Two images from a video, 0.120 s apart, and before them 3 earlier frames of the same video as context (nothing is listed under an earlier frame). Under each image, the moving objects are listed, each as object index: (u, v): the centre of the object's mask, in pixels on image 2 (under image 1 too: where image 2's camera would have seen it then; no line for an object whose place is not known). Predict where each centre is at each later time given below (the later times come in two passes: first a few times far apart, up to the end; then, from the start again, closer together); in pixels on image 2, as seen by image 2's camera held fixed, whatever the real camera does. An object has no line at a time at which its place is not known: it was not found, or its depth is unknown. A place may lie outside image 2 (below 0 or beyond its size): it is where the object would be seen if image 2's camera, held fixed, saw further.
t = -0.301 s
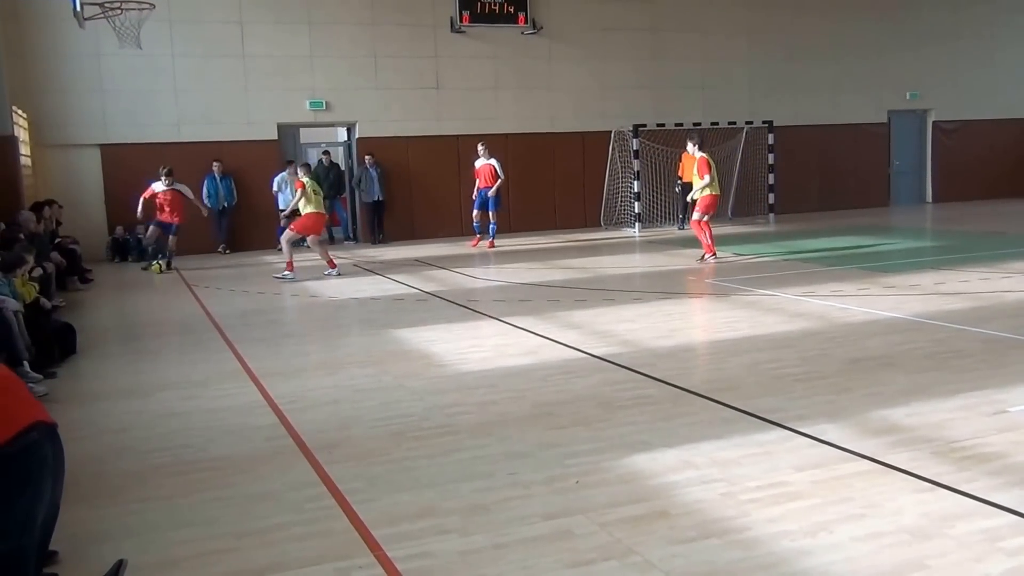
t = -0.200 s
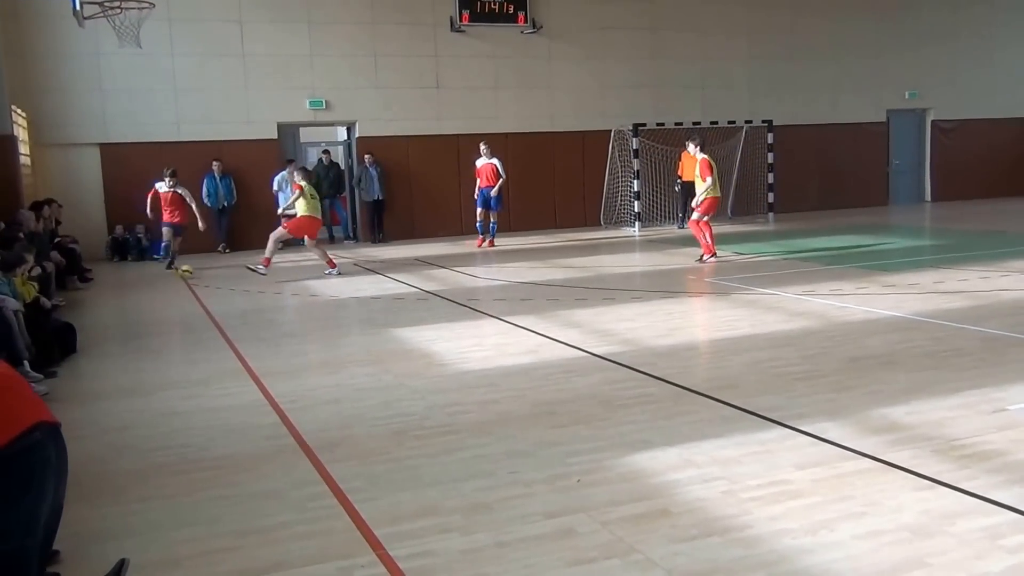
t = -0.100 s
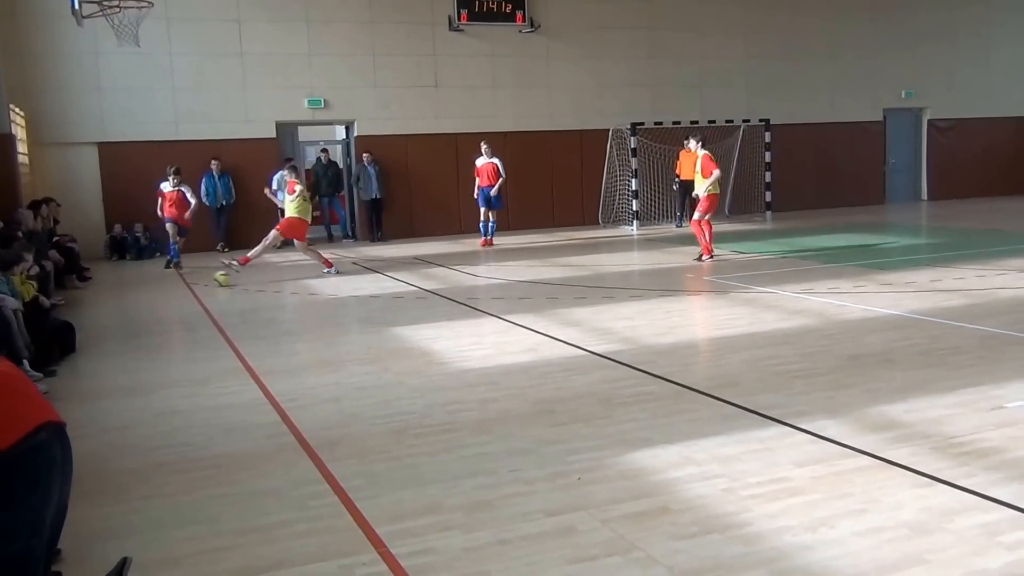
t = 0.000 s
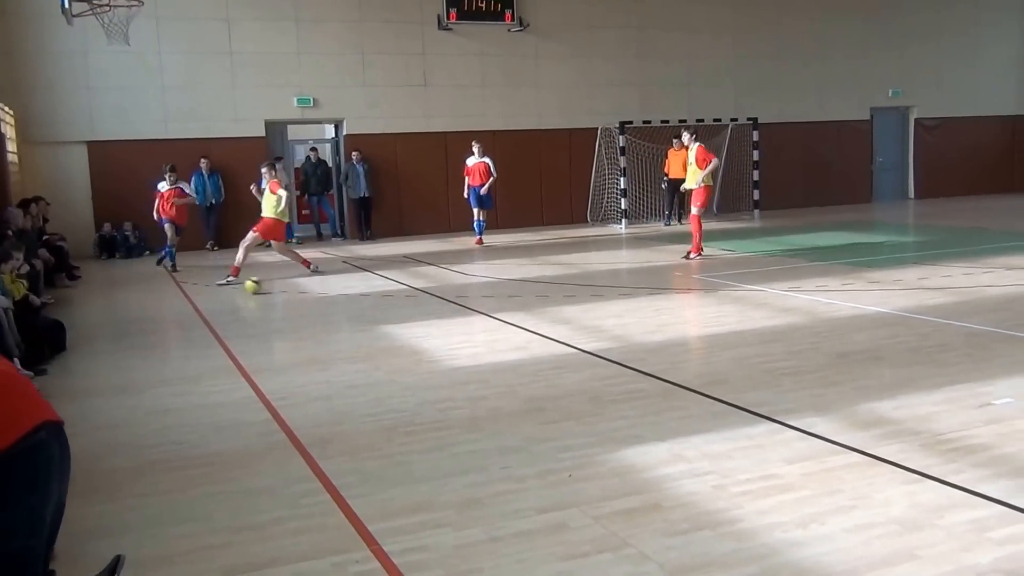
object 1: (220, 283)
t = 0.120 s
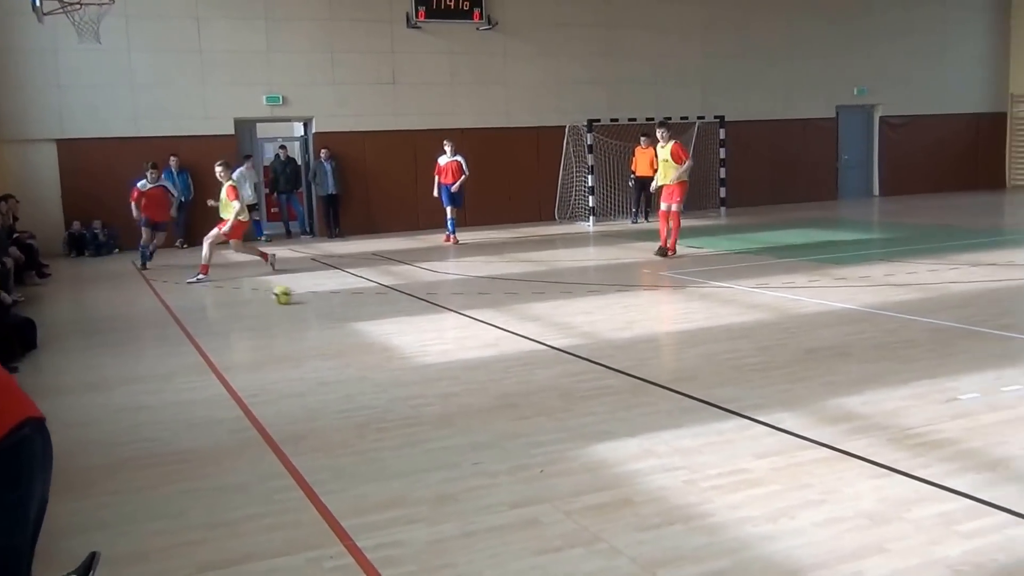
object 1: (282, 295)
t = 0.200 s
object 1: (324, 304)
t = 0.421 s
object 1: (471, 333)
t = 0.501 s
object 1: (536, 346)
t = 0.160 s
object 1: (302, 300)
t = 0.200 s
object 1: (324, 304)
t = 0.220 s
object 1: (335, 306)
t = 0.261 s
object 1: (361, 311)
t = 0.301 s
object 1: (386, 316)
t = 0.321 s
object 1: (399, 319)
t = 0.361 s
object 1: (426, 324)
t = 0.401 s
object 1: (456, 330)
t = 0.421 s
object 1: (471, 333)
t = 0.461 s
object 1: (502, 339)
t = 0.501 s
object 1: (536, 346)
